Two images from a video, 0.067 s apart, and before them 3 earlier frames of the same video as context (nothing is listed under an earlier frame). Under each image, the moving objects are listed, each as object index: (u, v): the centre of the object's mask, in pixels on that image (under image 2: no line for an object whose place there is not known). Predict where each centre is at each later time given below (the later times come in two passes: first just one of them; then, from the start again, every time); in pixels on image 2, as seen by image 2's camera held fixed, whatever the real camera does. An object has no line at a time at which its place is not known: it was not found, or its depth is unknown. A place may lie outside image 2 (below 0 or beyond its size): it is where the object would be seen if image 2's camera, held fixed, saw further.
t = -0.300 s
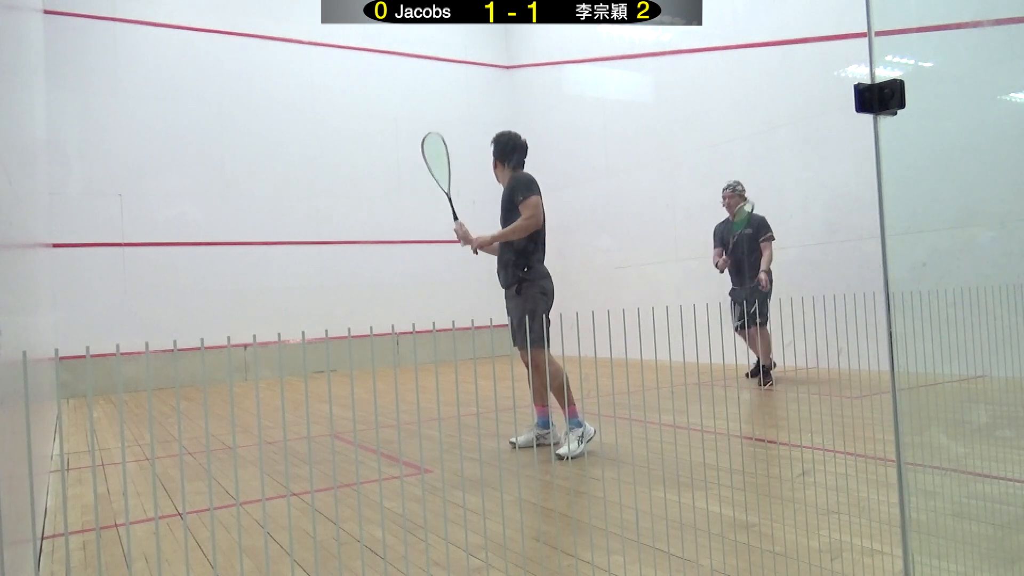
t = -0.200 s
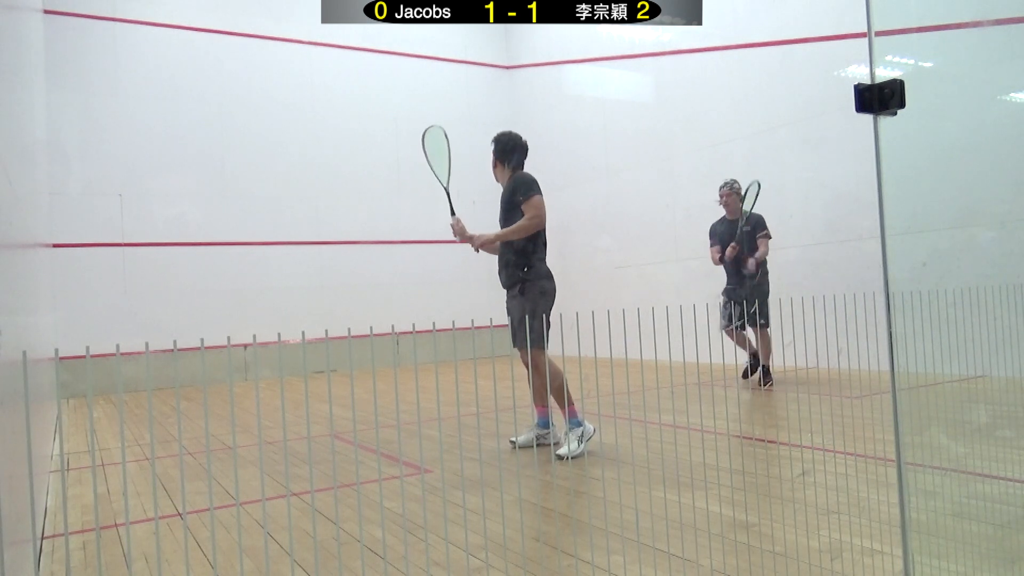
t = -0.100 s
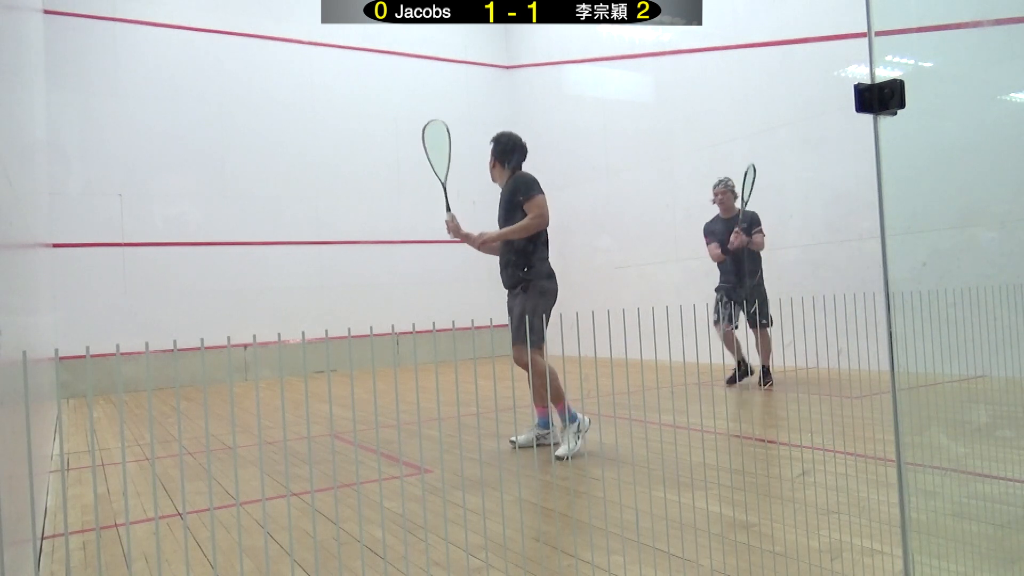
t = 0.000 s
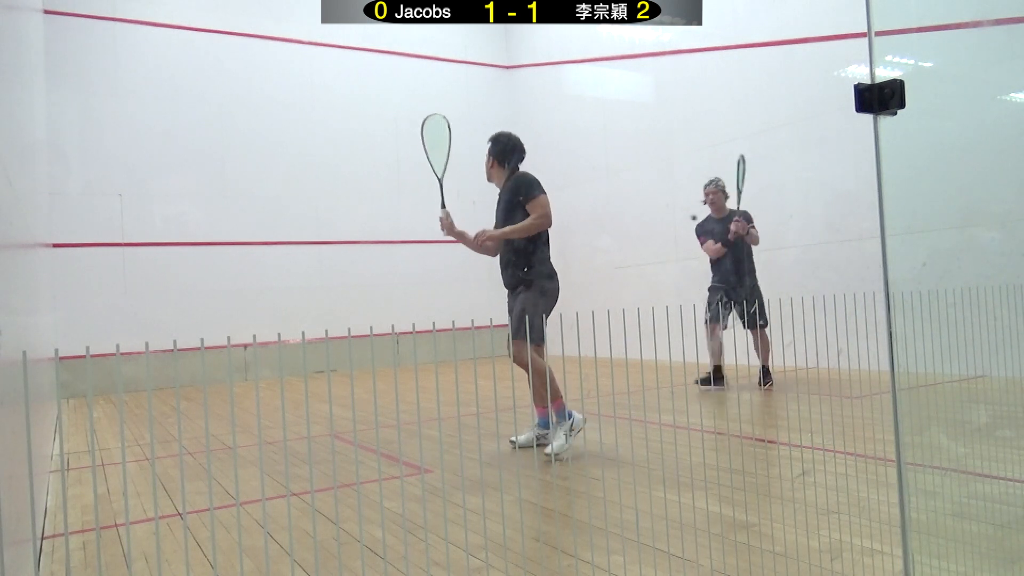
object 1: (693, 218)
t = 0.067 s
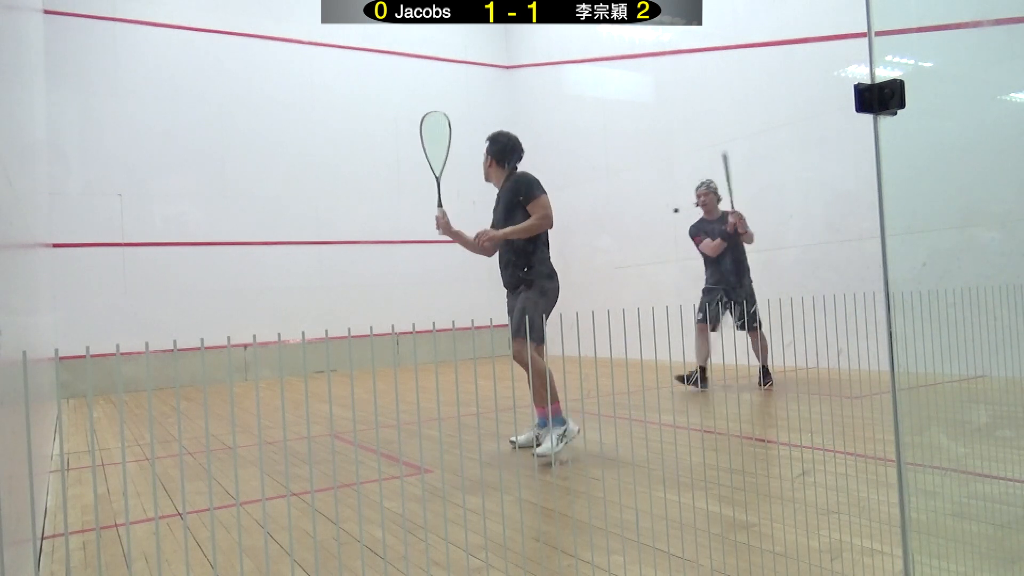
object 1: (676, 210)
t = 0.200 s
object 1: (640, 213)
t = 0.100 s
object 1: (666, 209)
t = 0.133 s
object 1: (658, 209)
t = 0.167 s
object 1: (649, 210)
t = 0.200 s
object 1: (640, 213)
